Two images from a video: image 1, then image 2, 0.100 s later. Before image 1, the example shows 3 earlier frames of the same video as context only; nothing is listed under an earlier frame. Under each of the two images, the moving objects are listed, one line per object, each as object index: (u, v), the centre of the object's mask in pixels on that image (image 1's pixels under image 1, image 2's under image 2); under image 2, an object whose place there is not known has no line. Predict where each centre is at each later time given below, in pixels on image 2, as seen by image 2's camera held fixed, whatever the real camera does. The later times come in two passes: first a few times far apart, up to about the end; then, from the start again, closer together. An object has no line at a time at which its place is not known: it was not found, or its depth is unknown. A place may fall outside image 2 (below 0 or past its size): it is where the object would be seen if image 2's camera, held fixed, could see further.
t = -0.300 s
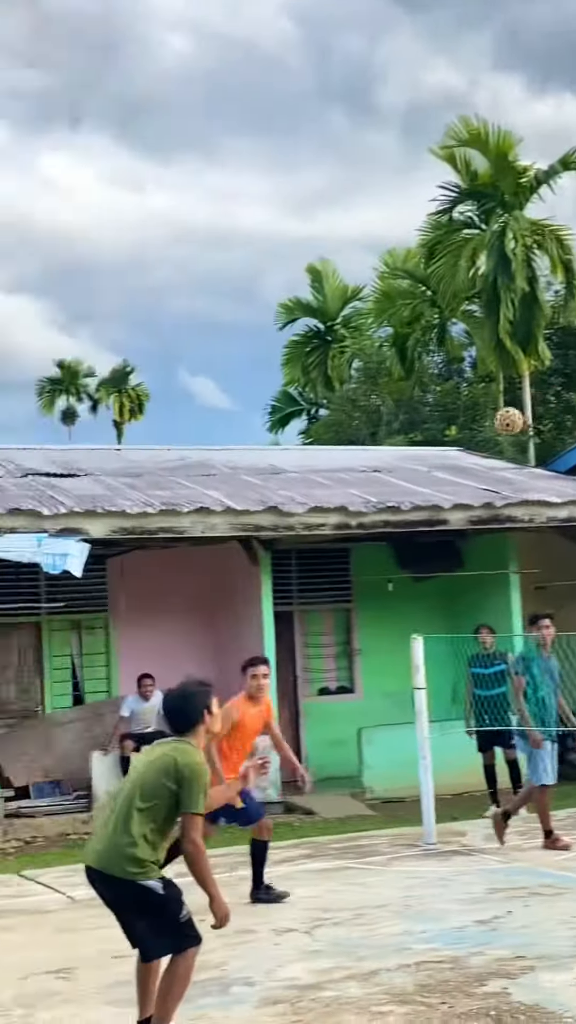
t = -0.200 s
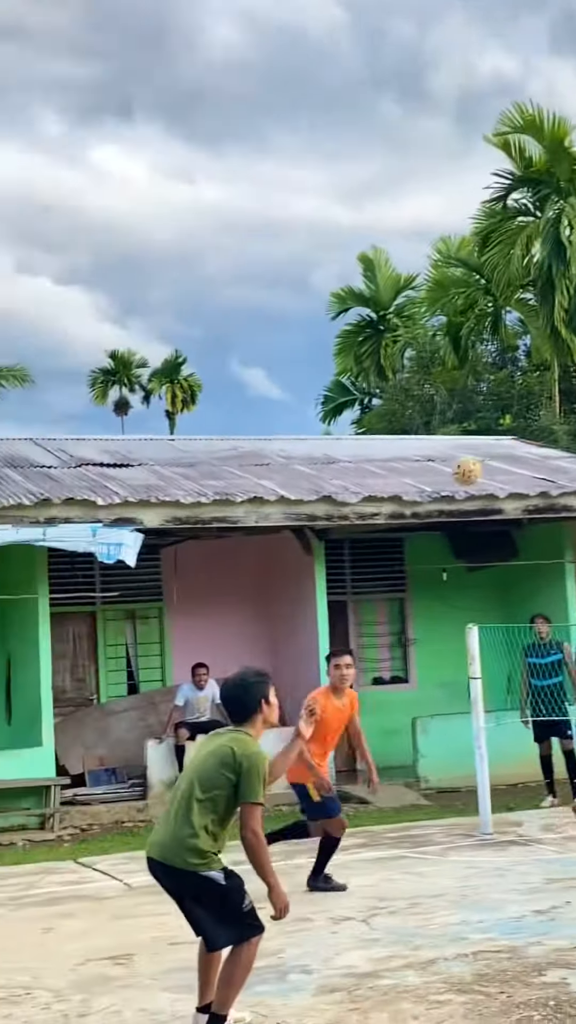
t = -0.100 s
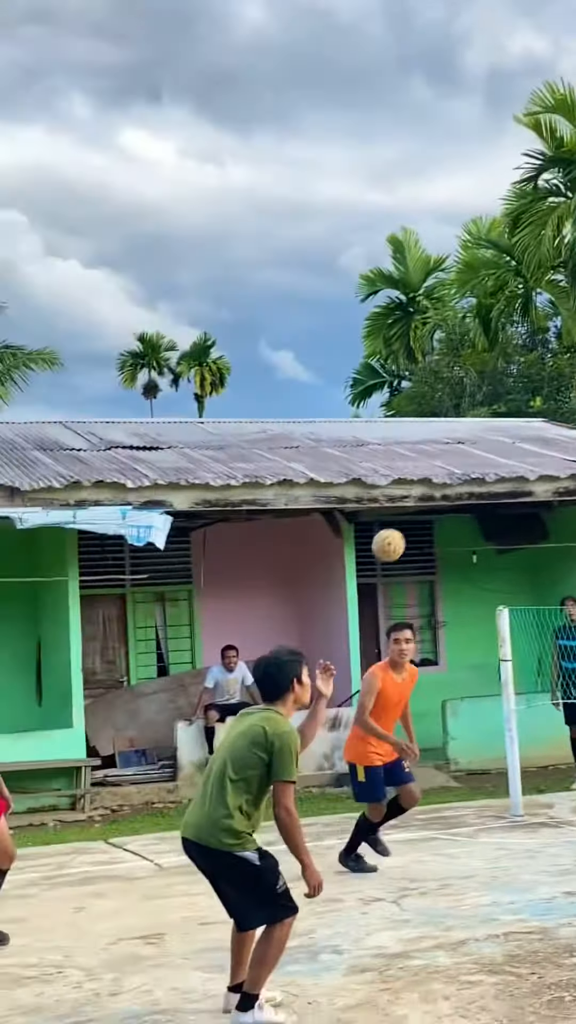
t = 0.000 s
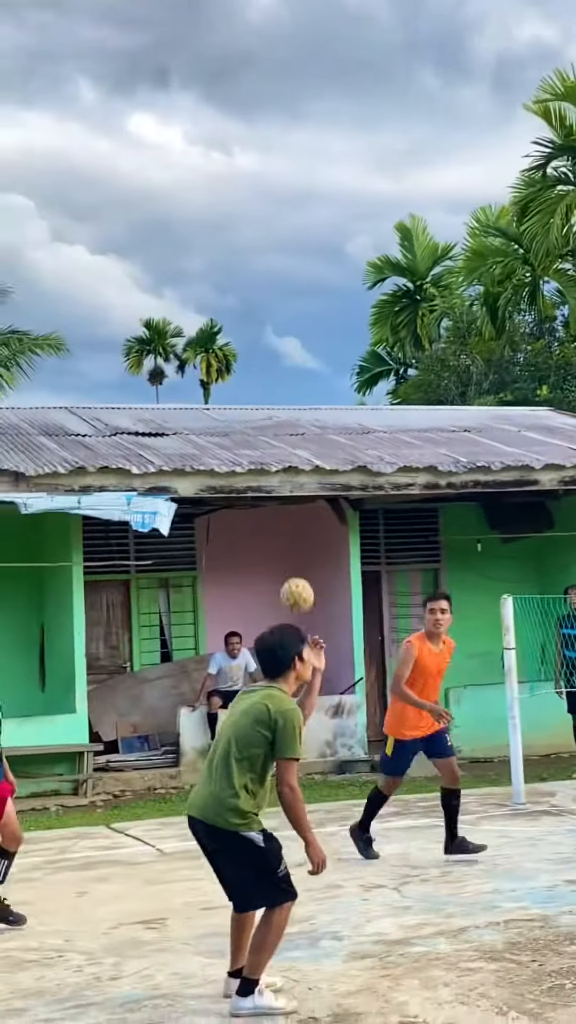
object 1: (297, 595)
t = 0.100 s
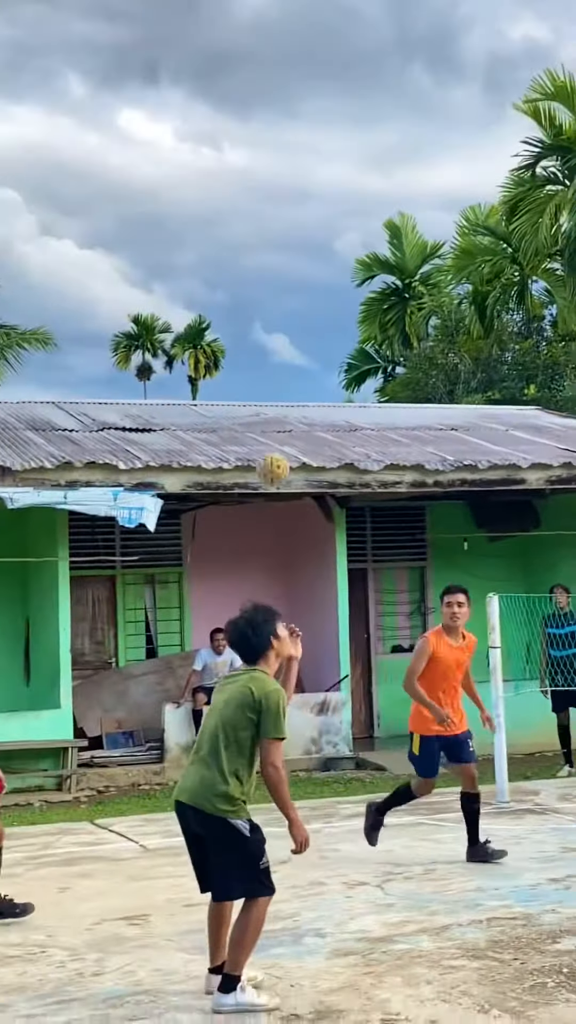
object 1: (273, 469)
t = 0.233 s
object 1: (258, 345)
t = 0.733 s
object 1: (224, 255)
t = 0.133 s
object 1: (271, 433)
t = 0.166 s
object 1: (266, 401)
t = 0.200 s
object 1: (261, 371)
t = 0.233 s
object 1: (258, 345)
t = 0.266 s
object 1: (253, 322)
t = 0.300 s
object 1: (250, 300)
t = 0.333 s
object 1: (247, 282)
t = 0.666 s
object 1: (227, 234)
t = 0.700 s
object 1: (226, 243)
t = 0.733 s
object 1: (224, 255)
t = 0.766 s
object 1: (222, 270)
